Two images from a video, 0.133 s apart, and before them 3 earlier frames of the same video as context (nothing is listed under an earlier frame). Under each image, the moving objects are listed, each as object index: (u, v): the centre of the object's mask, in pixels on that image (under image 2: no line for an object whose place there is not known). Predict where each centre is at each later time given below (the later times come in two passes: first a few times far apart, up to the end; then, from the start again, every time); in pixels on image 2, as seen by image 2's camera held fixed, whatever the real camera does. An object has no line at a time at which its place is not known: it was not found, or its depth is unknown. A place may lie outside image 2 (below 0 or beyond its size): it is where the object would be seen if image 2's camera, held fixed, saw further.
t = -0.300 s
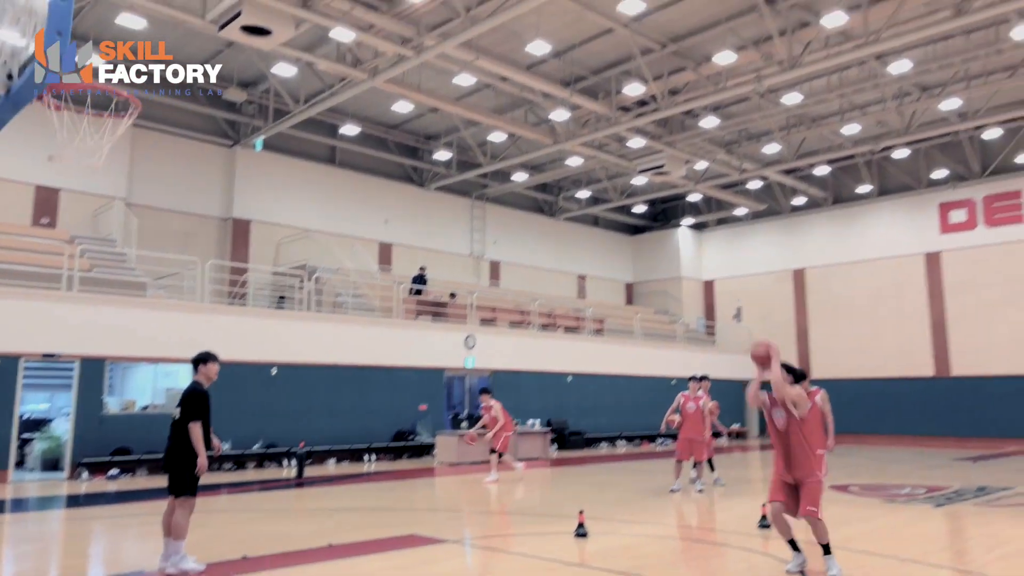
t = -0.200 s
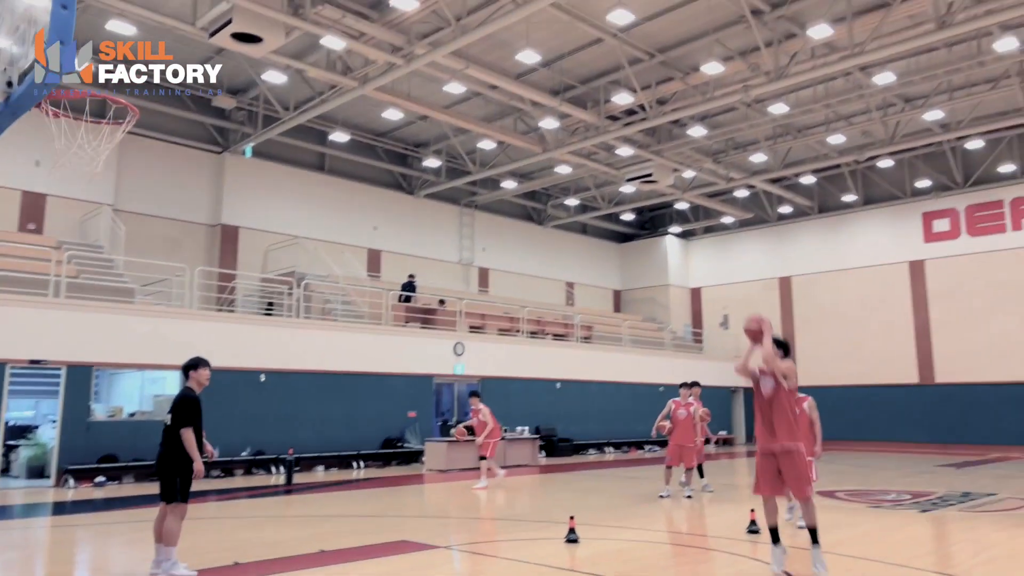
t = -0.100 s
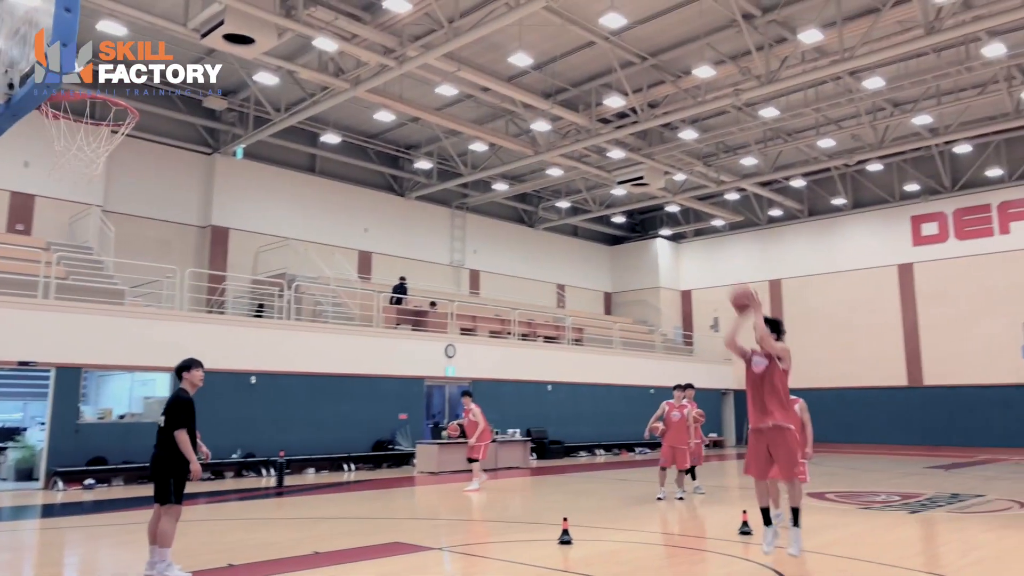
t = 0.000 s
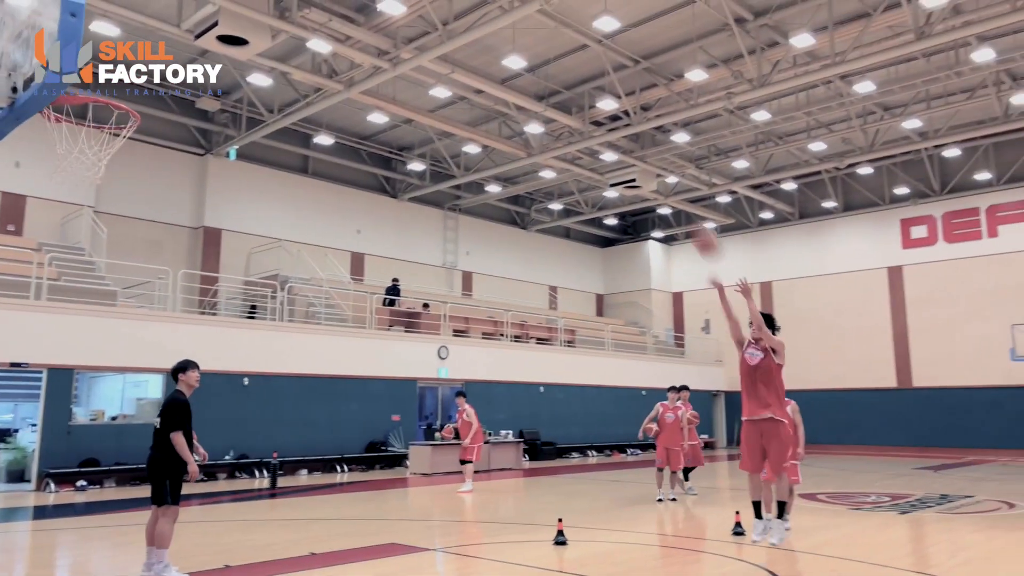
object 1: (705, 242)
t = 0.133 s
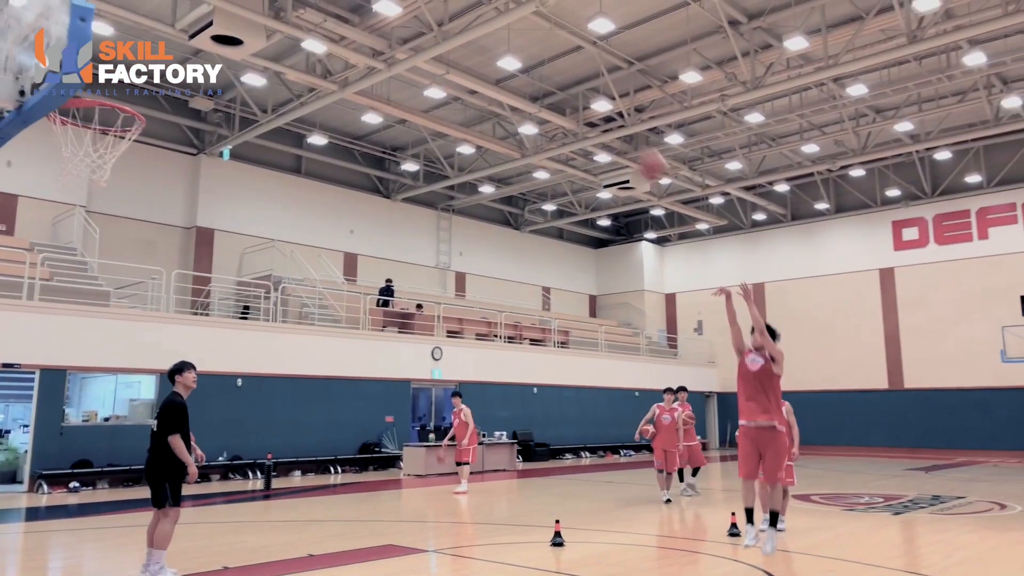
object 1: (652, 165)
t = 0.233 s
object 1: (616, 117)
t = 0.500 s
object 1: (510, 26)
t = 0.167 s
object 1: (641, 149)
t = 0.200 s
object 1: (629, 131)
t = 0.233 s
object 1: (616, 117)
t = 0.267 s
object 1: (602, 98)
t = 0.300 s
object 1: (590, 86)
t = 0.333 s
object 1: (579, 75)
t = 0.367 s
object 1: (566, 65)
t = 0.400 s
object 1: (549, 51)
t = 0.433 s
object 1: (537, 42)
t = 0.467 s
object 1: (524, 35)
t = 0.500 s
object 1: (510, 26)
